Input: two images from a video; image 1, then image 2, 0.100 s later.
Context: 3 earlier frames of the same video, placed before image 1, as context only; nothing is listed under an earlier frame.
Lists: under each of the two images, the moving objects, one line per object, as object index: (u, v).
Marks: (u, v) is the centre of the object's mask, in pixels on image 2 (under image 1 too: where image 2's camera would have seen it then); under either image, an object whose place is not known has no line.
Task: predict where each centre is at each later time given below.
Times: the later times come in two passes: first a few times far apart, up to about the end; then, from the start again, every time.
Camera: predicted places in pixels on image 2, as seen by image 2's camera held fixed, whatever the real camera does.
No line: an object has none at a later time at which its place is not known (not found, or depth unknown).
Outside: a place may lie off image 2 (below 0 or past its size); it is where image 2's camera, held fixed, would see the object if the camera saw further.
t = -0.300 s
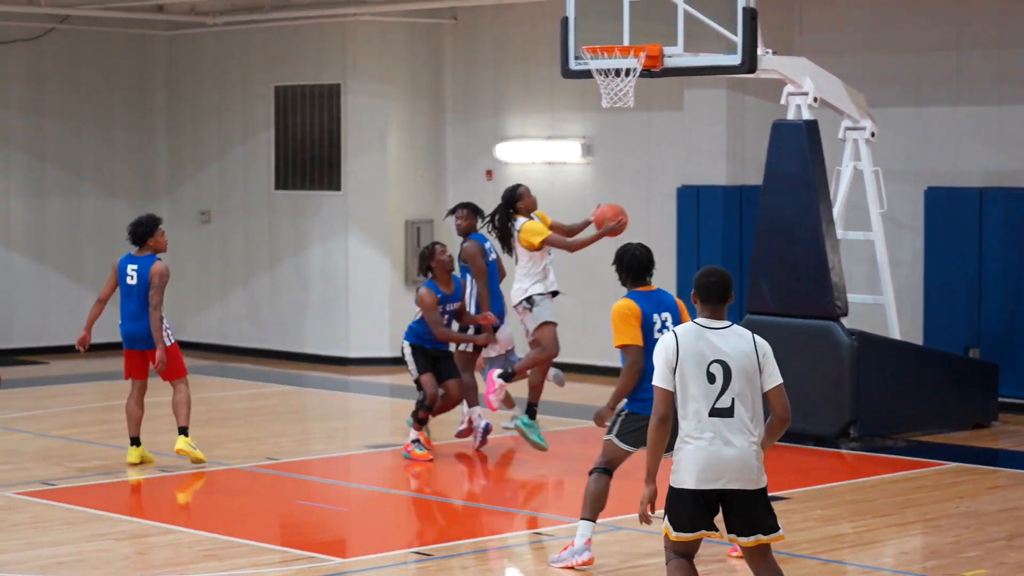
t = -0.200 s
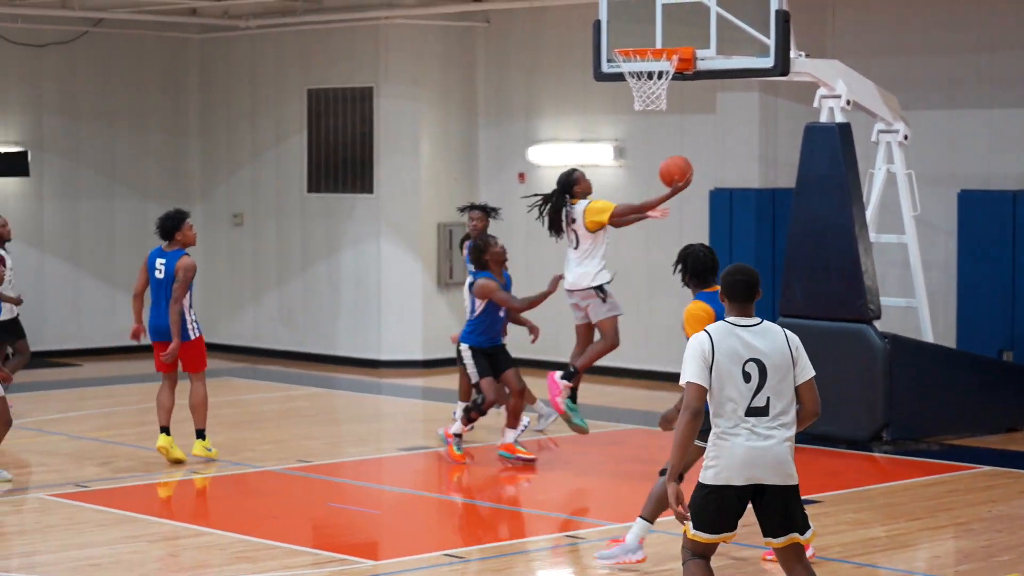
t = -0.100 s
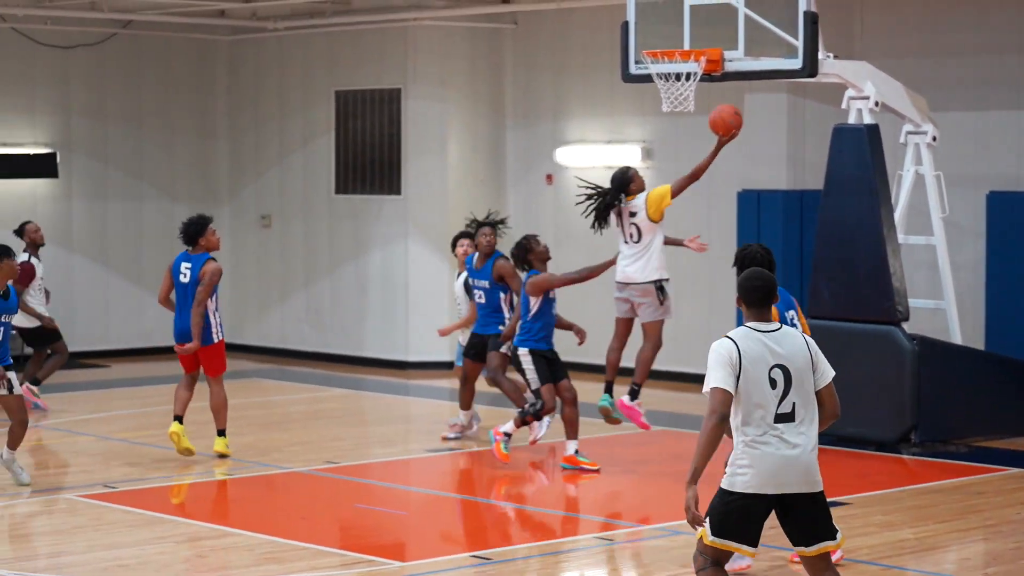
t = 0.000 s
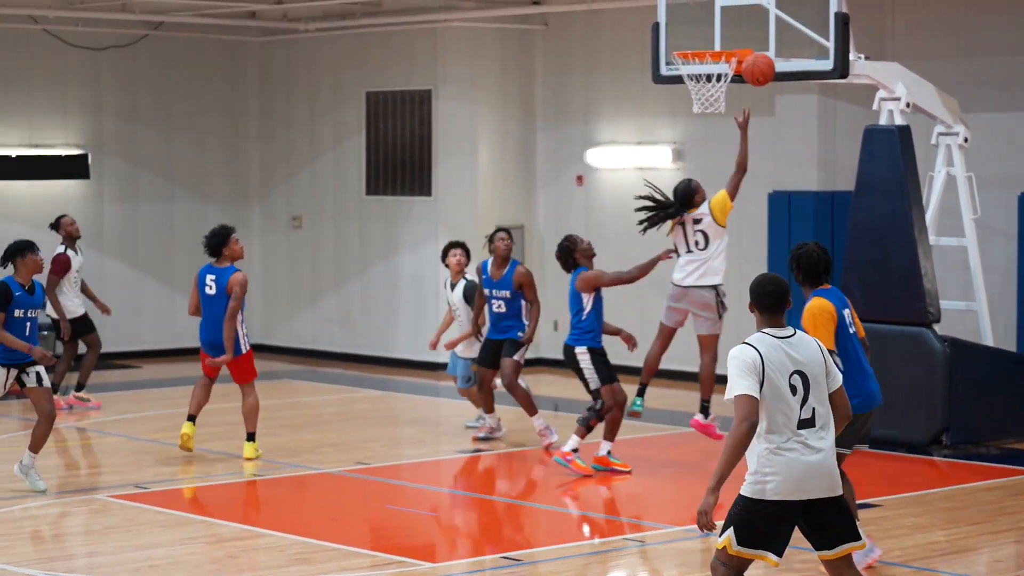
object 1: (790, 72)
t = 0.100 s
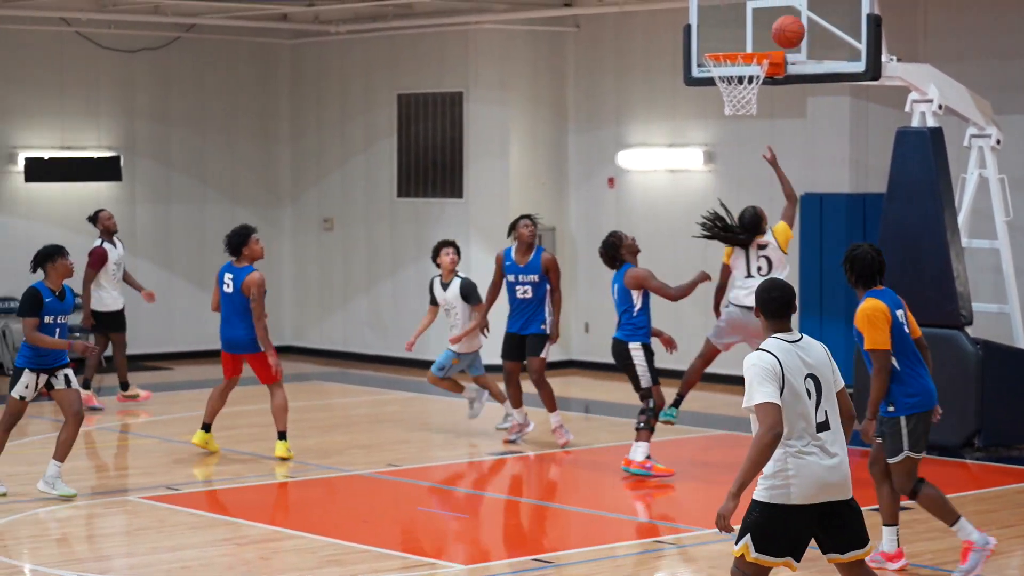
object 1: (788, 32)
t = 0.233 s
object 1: (777, 8)
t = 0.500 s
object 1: (719, 29)
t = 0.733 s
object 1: (723, 28)
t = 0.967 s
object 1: (740, 72)
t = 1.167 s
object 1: (756, 133)
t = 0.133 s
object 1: (788, 22)
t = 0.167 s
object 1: (788, 13)
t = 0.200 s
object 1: (784, 10)
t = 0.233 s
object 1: (777, 8)
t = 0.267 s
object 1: (770, 7)
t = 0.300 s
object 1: (763, 6)
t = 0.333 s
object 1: (756, 7)
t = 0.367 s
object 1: (748, 8)
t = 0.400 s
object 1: (741, 10)
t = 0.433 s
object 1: (734, 14)
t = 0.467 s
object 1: (727, 21)
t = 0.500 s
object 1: (719, 29)
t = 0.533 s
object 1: (712, 38)
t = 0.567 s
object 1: (714, 36)
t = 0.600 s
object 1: (716, 31)
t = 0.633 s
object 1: (718, 28)
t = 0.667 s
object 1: (719, 27)
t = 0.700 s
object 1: (721, 27)
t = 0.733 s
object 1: (723, 28)
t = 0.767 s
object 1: (725, 32)
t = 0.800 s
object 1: (726, 36)
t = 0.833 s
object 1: (728, 40)
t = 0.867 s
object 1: (729, 49)
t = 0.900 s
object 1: (732, 56)
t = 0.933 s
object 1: (736, 65)
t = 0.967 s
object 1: (740, 72)
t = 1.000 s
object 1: (743, 82)
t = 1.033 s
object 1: (747, 92)
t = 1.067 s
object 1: (750, 101)
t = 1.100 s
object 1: (752, 111)
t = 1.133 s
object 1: (754, 122)
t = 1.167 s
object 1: (756, 133)
